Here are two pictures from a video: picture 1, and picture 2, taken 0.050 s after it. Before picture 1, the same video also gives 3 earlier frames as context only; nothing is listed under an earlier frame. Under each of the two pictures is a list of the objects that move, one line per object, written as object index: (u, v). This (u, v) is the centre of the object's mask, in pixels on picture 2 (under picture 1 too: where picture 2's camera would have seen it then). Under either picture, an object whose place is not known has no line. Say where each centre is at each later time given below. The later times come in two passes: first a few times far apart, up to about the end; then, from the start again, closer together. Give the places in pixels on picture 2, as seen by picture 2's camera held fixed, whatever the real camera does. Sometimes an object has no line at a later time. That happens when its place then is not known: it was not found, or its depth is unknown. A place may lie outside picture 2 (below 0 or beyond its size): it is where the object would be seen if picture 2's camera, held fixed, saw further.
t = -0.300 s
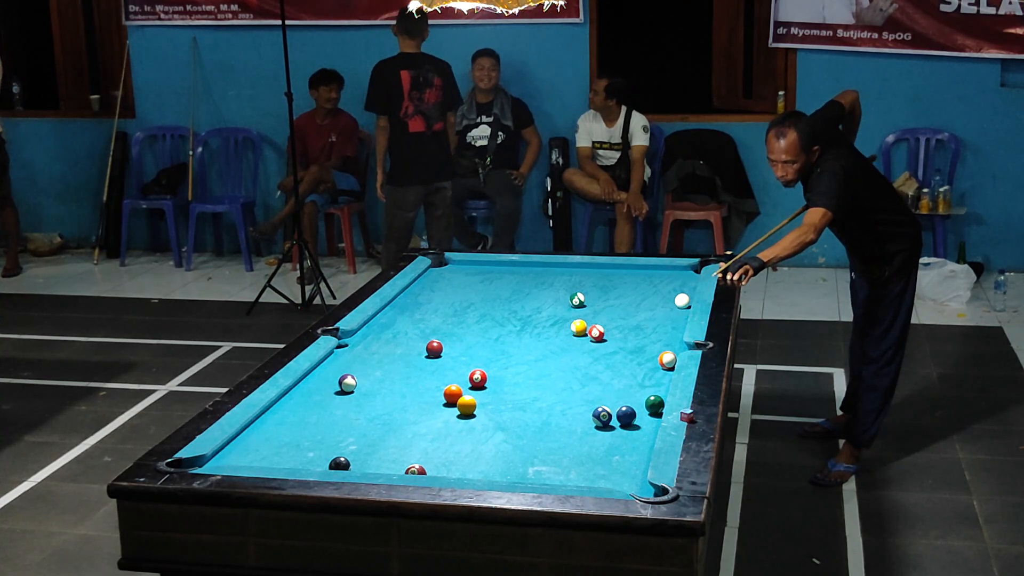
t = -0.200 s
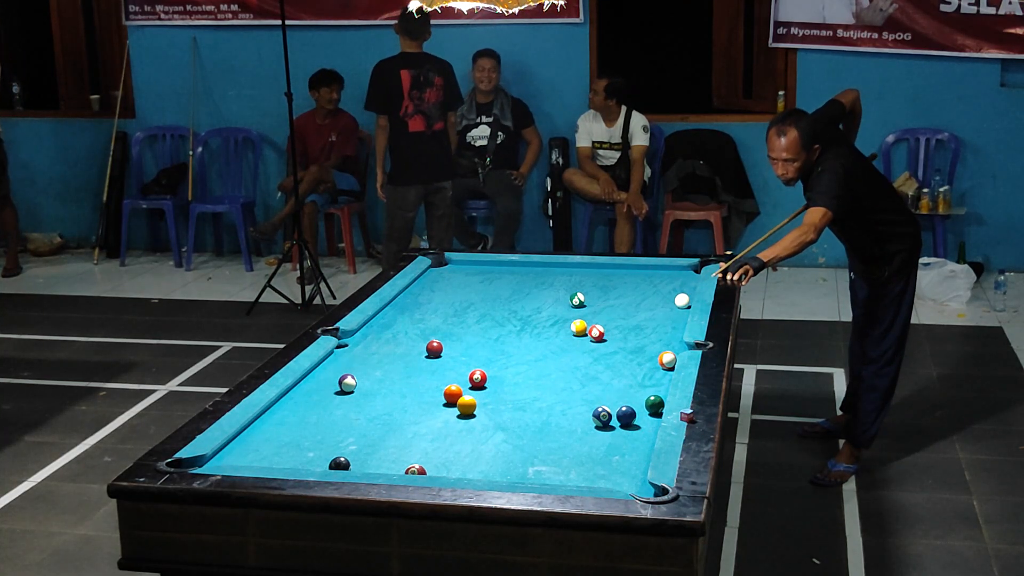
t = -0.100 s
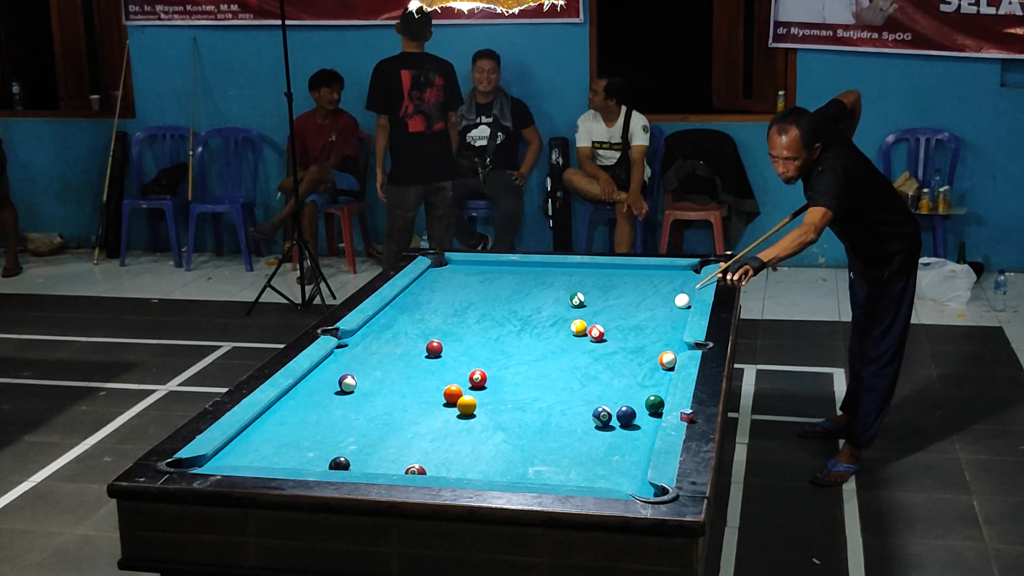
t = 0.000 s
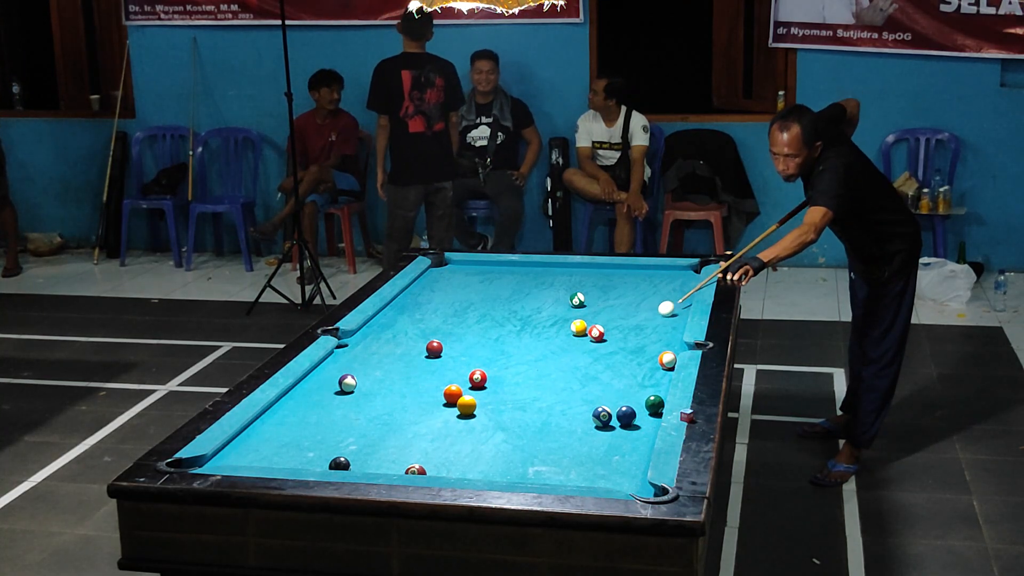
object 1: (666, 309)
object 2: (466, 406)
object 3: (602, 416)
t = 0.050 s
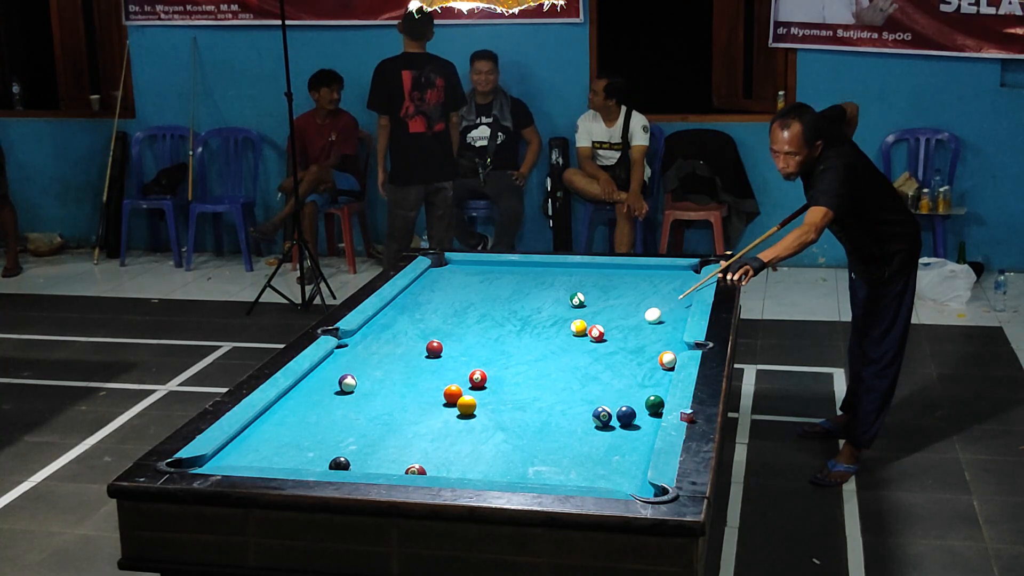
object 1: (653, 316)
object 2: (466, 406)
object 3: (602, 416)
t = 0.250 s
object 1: (595, 345)
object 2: (466, 406)
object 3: (602, 416)
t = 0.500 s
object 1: (510, 388)
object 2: (466, 406)
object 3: (602, 416)
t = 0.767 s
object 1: (495, 424)
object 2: (388, 422)
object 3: (602, 416)
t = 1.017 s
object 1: (501, 458)
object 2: (295, 441)
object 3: (602, 416)
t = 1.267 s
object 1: (517, 473)
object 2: (224, 458)
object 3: (602, 416)
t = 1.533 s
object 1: (548, 452)
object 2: (269, 454)
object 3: (602, 416)
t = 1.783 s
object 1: (575, 433)
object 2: (314, 441)
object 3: (602, 416)
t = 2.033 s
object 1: (592, 421)
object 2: (354, 431)
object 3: (607, 413)
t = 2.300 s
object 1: (595, 418)
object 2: (394, 420)
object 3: (613, 404)
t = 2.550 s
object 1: (596, 416)
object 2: (427, 411)
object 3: (618, 396)
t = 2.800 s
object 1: (598, 414)
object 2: (457, 402)
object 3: (623, 390)
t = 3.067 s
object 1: (598, 414)
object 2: (486, 395)
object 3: (627, 384)
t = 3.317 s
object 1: (598, 414)
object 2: (510, 388)
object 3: (631, 379)
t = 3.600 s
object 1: (598, 414)
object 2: (534, 382)
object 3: (635, 376)
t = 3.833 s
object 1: (598, 414)
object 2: (552, 377)
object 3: (638, 374)
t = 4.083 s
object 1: (598, 414)
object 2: (569, 373)
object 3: (640, 372)
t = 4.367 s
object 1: (598, 414)
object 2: (586, 368)
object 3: (642, 370)
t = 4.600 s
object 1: (598, 414)
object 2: (598, 365)
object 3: (642, 370)
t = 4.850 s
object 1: (598, 414)
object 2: (608, 362)
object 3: (642, 370)
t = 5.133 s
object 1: (598, 414)
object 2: (618, 360)
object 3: (642, 370)
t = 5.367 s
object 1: (598, 414)
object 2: (624, 358)
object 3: (642, 370)
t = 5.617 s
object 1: (598, 414)
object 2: (628, 357)
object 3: (642, 370)
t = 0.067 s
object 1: (648, 318)
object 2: (466, 406)
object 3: (602, 416)
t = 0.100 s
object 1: (639, 322)
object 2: (466, 406)
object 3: (602, 416)
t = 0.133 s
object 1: (630, 327)
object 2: (466, 406)
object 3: (602, 416)
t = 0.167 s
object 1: (620, 332)
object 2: (466, 406)
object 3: (602, 416)
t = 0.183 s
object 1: (615, 335)
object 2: (466, 406)
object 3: (602, 416)
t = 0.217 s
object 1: (605, 340)
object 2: (466, 406)
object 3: (602, 416)
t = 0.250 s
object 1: (595, 345)
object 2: (466, 406)
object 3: (602, 416)
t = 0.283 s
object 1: (585, 350)
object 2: (466, 406)
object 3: (602, 416)
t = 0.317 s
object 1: (574, 356)
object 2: (466, 406)
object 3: (602, 416)
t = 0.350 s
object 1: (563, 362)
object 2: (466, 406)
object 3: (602, 416)
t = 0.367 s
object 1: (558, 364)
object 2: (466, 406)
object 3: (602, 416)
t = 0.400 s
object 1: (546, 370)
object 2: (466, 406)
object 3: (602, 416)
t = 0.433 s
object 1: (535, 376)
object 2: (466, 406)
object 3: (602, 416)
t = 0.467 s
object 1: (523, 382)
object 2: (466, 406)
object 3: (602, 416)
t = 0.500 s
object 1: (510, 388)
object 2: (466, 406)
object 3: (602, 416)
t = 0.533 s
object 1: (498, 395)
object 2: (466, 406)
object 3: (602, 416)
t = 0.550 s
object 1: (492, 398)
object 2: (466, 406)
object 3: (602, 416)
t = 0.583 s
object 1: (486, 403)
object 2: (460, 406)
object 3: (602, 416)
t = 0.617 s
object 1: (490, 407)
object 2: (444, 410)
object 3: (602, 416)
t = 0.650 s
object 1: (492, 410)
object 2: (431, 412)
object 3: (602, 416)
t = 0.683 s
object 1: (493, 414)
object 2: (419, 416)
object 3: (602, 416)
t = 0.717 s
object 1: (494, 418)
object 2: (407, 418)
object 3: (602, 416)
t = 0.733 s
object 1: (494, 420)
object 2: (400, 419)
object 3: (602, 416)
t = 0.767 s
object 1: (495, 424)
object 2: (388, 422)
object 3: (602, 416)
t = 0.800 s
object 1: (496, 429)
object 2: (376, 424)
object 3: (602, 416)
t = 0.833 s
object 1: (496, 433)
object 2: (364, 427)
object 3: (602, 416)
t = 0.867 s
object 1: (497, 437)
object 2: (351, 429)
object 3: (602, 416)
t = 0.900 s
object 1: (498, 442)
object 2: (339, 432)
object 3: (602, 416)
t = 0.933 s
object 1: (499, 446)
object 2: (327, 434)
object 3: (602, 416)
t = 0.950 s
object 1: (499, 448)
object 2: (320, 435)
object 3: (602, 416)
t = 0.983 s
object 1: (500, 453)
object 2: (308, 438)
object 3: (602, 416)
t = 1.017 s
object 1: (501, 458)
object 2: (295, 441)
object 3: (602, 416)
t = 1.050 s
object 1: (502, 462)
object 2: (282, 443)
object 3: (602, 416)
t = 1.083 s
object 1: (503, 467)
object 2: (269, 446)
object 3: (602, 416)
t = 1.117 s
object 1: (504, 471)
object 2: (256, 449)
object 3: (602, 416)
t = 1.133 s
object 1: (504, 473)
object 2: (250, 450)
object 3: (602, 416)
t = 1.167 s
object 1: (505, 475)
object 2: (237, 452)
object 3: (602, 416)
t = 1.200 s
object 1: (508, 475)
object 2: (224, 454)
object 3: (602, 416)
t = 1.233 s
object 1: (513, 474)
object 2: (220, 456)
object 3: (602, 416)
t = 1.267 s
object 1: (517, 473)
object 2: (224, 458)
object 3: (602, 416)
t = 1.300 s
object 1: (521, 471)
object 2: (227, 459)
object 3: (602, 416)
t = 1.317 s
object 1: (523, 470)
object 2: (228, 460)
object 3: (602, 416)
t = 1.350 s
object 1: (527, 466)
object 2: (235, 459)
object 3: (602, 416)
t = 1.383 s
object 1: (531, 464)
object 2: (241, 459)
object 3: (602, 416)
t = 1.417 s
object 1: (535, 461)
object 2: (248, 458)
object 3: (602, 416)
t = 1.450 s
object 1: (539, 458)
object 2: (254, 457)
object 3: (602, 416)
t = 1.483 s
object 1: (543, 456)
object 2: (260, 456)
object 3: (602, 416)
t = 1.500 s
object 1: (545, 454)
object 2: (263, 455)
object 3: (602, 416)
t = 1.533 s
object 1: (548, 452)
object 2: (269, 454)
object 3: (602, 416)
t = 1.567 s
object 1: (552, 449)
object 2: (276, 452)
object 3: (602, 416)
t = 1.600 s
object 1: (556, 447)
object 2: (282, 450)
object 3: (602, 416)
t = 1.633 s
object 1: (559, 444)
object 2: (287, 449)
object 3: (602, 416)
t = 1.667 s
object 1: (563, 442)
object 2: (293, 447)
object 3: (602, 416)
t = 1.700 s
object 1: (566, 439)
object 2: (299, 446)
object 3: (602, 416)
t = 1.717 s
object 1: (568, 438)
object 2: (302, 445)
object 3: (602, 416)
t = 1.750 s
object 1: (572, 436)
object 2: (308, 443)
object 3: (602, 416)
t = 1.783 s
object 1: (575, 433)
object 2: (314, 441)
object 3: (602, 416)
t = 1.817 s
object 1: (578, 431)
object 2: (319, 440)
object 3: (602, 416)
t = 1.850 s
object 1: (581, 429)
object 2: (325, 438)
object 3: (602, 416)
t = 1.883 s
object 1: (585, 427)
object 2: (330, 437)
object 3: (602, 416)
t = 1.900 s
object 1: (586, 426)
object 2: (333, 436)
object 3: (602, 416)
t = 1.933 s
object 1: (590, 424)
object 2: (338, 435)
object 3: (603, 415)
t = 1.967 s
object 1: (592, 422)
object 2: (344, 433)
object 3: (605, 415)
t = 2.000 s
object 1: (592, 422)
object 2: (349, 432)
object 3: (606, 414)
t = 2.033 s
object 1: (592, 421)
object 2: (354, 431)
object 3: (607, 413)
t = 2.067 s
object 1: (593, 421)
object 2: (359, 429)
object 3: (608, 412)
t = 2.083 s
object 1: (593, 421)
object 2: (362, 428)
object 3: (608, 411)
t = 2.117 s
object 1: (593, 420)
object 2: (367, 427)
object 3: (609, 410)
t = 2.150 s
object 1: (594, 420)
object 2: (372, 426)
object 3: (609, 409)
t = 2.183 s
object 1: (594, 419)
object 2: (377, 424)
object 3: (610, 408)
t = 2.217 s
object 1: (594, 419)
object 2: (382, 423)
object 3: (611, 407)
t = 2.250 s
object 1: (595, 419)
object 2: (386, 422)
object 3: (612, 406)
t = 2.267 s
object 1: (595, 419)
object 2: (389, 421)
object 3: (612, 405)
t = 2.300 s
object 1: (595, 418)
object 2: (394, 420)
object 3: (613, 404)
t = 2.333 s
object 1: (595, 418)
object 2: (398, 419)
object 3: (614, 403)
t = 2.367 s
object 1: (595, 417)
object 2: (403, 418)
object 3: (614, 402)
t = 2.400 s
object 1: (595, 417)
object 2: (407, 416)
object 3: (615, 400)
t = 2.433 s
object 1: (596, 417)
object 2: (412, 415)
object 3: (616, 400)
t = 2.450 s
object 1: (596, 417)
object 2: (414, 414)
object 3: (616, 399)
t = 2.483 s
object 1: (596, 416)
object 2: (418, 413)
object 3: (617, 398)
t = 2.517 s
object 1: (596, 416)
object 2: (423, 412)
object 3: (618, 397)
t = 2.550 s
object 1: (596, 416)
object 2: (427, 411)
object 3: (618, 396)
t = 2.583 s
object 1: (597, 416)
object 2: (431, 409)
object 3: (619, 396)
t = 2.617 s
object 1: (597, 415)
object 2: (435, 408)
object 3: (619, 395)
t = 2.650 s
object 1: (597, 415)
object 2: (439, 407)
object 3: (620, 394)
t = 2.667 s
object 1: (597, 415)
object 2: (441, 406)
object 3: (620, 393)
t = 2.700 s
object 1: (597, 415)
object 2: (445, 405)
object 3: (621, 393)
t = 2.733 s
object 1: (598, 415)
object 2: (449, 404)
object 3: (621, 392)
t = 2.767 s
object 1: (598, 414)
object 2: (453, 403)
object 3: (622, 391)
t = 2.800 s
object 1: (598, 414)
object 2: (457, 402)
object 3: (623, 390)
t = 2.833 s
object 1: (598, 414)
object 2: (460, 401)
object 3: (623, 389)
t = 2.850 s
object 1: (598, 414)
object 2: (462, 400)
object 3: (623, 389)
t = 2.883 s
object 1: (598, 414)
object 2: (466, 400)
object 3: (624, 388)
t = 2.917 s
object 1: (598, 414)
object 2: (470, 399)
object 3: (625, 387)
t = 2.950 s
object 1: (598, 414)
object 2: (473, 398)
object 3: (625, 387)
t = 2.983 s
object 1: (598, 414)
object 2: (477, 397)
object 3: (626, 386)
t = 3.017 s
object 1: (598, 414)
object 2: (480, 396)
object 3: (626, 385)
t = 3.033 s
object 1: (598, 414)
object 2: (482, 395)
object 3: (627, 385)
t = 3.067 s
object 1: (598, 414)
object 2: (486, 395)
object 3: (627, 384)
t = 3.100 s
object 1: (598, 414)
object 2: (489, 394)
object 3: (627, 384)
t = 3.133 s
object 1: (598, 414)
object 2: (492, 393)
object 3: (628, 383)
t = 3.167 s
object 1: (598, 414)
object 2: (495, 392)
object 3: (629, 382)
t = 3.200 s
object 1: (598, 414)
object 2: (499, 391)
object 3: (629, 381)
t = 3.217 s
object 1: (598, 414)
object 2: (500, 390)
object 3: (629, 381)
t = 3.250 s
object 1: (598, 414)
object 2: (504, 390)
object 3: (630, 381)
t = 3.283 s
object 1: (598, 414)
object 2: (507, 389)
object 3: (631, 380)
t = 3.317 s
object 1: (598, 414)
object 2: (510, 388)
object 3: (631, 379)
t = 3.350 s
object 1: (598, 414)
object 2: (513, 387)
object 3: (632, 379)
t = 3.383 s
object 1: (598, 414)
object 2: (516, 386)
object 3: (632, 379)
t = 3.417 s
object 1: (598, 414)
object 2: (519, 386)
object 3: (633, 378)
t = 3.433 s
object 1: (598, 414)
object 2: (520, 385)
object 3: (633, 378)
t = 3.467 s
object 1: (598, 414)
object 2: (523, 384)
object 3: (633, 377)
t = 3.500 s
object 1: (598, 414)
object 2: (526, 384)
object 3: (634, 377)
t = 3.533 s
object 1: (598, 414)
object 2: (529, 383)
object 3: (634, 377)
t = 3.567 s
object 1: (598, 414)
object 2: (531, 382)
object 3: (635, 377)
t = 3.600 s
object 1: (598, 414)
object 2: (534, 382)
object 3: (635, 376)
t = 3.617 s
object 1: (598, 414)
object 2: (535, 381)
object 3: (635, 376)
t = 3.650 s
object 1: (598, 414)
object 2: (538, 380)
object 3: (636, 375)
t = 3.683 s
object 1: (598, 414)
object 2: (541, 380)
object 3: (636, 375)
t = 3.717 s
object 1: (598, 414)
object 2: (543, 379)
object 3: (636, 375)
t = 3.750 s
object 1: (598, 414)
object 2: (546, 378)
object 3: (637, 375)
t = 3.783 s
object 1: (598, 414)
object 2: (548, 378)
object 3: (637, 374)
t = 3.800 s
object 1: (598, 414)
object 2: (550, 377)
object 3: (637, 374)
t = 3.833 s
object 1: (598, 414)
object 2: (552, 377)
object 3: (638, 374)
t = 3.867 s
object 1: (598, 414)
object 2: (554, 376)
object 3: (638, 373)
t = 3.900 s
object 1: (598, 414)
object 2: (557, 376)
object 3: (638, 373)
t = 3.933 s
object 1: (598, 414)
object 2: (559, 375)
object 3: (639, 373)
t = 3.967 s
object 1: (598, 414)
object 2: (561, 375)
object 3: (639, 372)
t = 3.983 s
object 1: (598, 414)
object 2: (563, 374)
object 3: (639, 372)
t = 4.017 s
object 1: (598, 414)
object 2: (565, 374)
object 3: (639, 372)
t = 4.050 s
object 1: (598, 414)
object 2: (567, 373)
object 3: (640, 372)
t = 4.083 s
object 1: (598, 414)
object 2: (569, 373)
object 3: (640, 372)
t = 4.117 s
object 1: (598, 414)
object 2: (572, 372)
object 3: (640, 371)
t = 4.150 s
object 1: (598, 414)
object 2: (574, 372)
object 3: (641, 371)
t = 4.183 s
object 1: (598, 414)
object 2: (576, 371)
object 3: (641, 371)
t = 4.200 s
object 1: (598, 414)
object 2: (577, 371)
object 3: (641, 371)
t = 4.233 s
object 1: (598, 414)
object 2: (579, 370)
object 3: (641, 371)
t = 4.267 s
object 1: (598, 414)
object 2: (581, 370)
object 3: (641, 371)
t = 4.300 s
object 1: (598, 414)
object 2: (582, 369)
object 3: (642, 371)
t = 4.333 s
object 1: (598, 414)
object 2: (584, 369)
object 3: (642, 370)
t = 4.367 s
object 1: (598, 414)
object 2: (586, 368)
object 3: (642, 370)
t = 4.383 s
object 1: (598, 414)
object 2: (587, 368)
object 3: (642, 370)
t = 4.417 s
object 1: (598, 414)
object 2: (588, 368)
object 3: (642, 370)
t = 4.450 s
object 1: (598, 414)
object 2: (590, 367)
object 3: (642, 370)
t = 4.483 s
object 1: (598, 414)
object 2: (592, 367)
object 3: (642, 370)
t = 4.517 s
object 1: (598, 414)
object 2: (594, 366)
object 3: (642, 370)
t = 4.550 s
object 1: (598, 414)
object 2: (595, 366)
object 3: (642, 370)
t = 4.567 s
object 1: (598, 414)
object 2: (596, 366)
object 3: (642, 370)
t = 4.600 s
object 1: (598, 414)
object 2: (598, 365)
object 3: (642, 370)
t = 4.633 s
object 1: (598, 414)
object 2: (599, 365)
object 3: (642, 370)
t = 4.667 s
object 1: (598, 414)
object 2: (601, 364)
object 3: (642, 370)
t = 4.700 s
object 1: (598, 414)
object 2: (602, 364)
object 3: (642, 370)
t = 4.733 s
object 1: (598, 414)
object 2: (604, 364)
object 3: (642, 370)
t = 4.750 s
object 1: (598, 414)
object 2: (604, 363)
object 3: (642, 370)
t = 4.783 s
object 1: (598, 414)
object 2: (606, 363)
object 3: (642, 370)
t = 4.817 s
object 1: (598, 414)
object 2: (607, 363)
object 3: (642, 370)
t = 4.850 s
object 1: (598, 414)
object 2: (608, 362)
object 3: (642, 370)
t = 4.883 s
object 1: (598, 414)
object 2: (610, 362)
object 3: (642, 370)
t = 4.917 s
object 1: (598, 414)
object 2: (611, 362)
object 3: (642, 370)
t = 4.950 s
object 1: (598, 414)
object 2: (612, 361)
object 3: (642, 370)
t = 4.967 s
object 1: (598, 414)
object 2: (613, 361)
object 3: (642, 370)
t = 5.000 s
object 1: (598, 414)
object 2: (614, 361)
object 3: (642, 370)
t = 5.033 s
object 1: (598, 414)
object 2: (615, 361)
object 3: (642, 370)
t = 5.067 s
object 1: (598, 414)
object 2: (616, 360)
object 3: (642, 370)
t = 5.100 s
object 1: (598, 414)
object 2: (617, 360)
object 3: (642, 370)
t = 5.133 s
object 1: (598, 414)
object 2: (618, 360)
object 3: (642, 370)
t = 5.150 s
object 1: (598, 414)
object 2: (619, 360)
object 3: (642, 370)
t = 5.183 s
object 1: (598, 414)
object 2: (620, 359)
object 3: (642, 370)
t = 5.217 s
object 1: (598, 414)
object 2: (620, 359)
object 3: (642, 370)
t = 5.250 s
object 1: (598, 414)
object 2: (621, 359)
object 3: (642, 370)
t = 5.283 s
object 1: (598, 414)
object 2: (622, 359)
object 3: (642, 370)
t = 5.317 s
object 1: (598, 414)
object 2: (623, 359)
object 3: (642, 370)
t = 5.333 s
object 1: (598, 414)
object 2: (623, 359)
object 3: (642, 370)
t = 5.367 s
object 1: (598, 414)
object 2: (624, 358)
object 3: (642, 370)
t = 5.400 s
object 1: (598, 414)
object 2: (625, 358)
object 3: (642, 370)
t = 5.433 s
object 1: (598, 414)
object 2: (625, 358)
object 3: (642, 370)
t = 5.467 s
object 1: (598, 414)
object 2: (626, 358)
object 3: (642, 370)
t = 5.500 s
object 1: (598, 414)
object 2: (627, 358)
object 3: (642, 370)
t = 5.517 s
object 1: (598, 414)
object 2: (627, 357)
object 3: (642, 370)
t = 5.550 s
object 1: (598, 414)
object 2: (627, 357)
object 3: (642, 370)
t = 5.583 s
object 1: (598, 414)
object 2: (628, 357)
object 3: (642, 370)
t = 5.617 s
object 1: (598, 414)
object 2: (628, 357)
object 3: (642, 370)
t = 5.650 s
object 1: (598, 414)
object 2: (629, 357)
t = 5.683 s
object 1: (598, 414)
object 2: (629, 357)
